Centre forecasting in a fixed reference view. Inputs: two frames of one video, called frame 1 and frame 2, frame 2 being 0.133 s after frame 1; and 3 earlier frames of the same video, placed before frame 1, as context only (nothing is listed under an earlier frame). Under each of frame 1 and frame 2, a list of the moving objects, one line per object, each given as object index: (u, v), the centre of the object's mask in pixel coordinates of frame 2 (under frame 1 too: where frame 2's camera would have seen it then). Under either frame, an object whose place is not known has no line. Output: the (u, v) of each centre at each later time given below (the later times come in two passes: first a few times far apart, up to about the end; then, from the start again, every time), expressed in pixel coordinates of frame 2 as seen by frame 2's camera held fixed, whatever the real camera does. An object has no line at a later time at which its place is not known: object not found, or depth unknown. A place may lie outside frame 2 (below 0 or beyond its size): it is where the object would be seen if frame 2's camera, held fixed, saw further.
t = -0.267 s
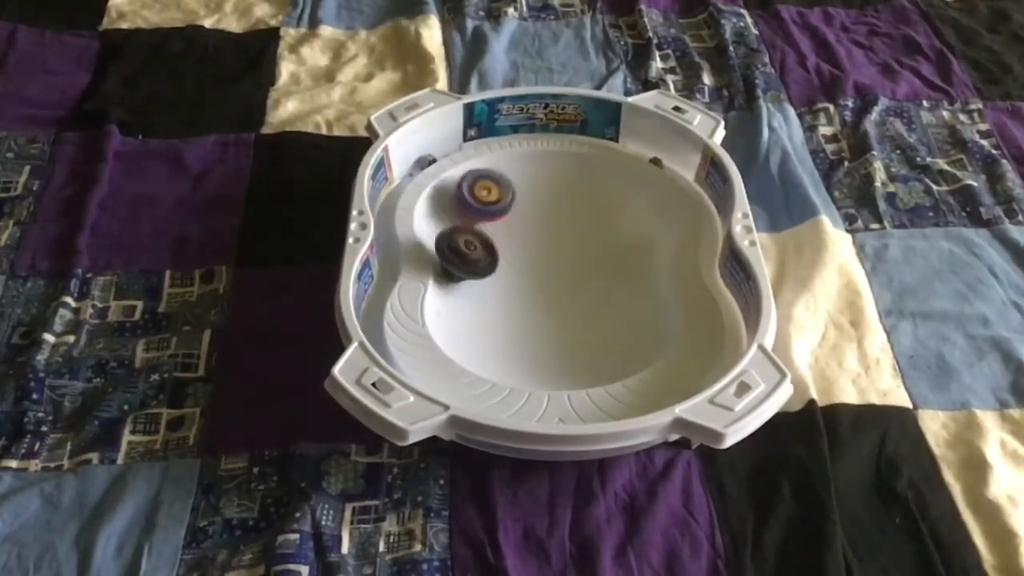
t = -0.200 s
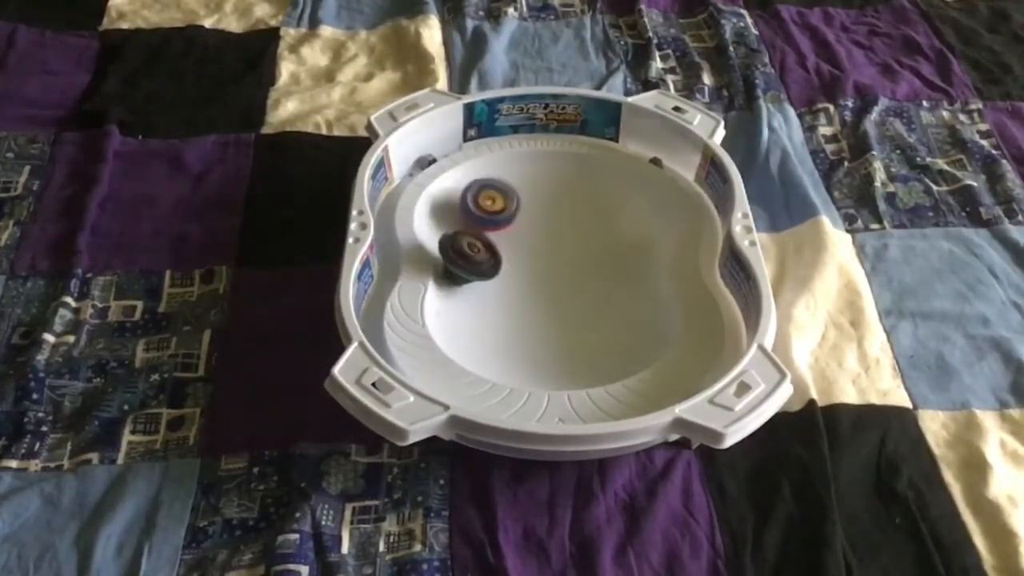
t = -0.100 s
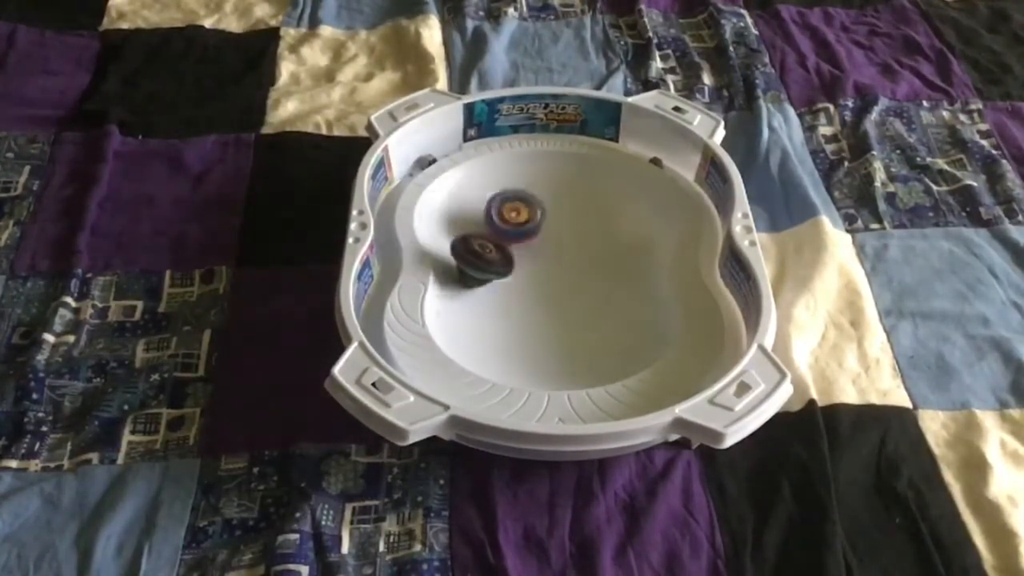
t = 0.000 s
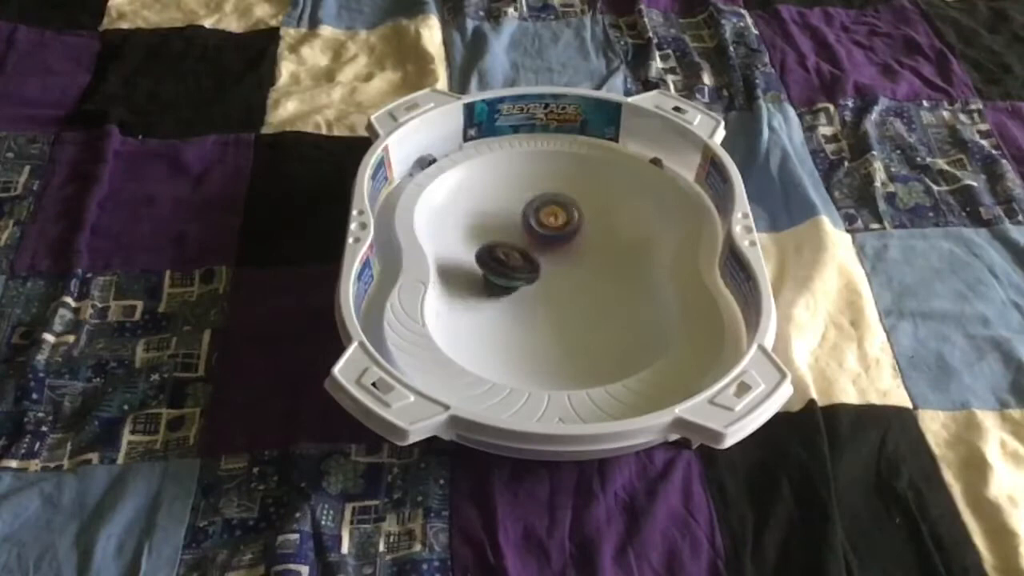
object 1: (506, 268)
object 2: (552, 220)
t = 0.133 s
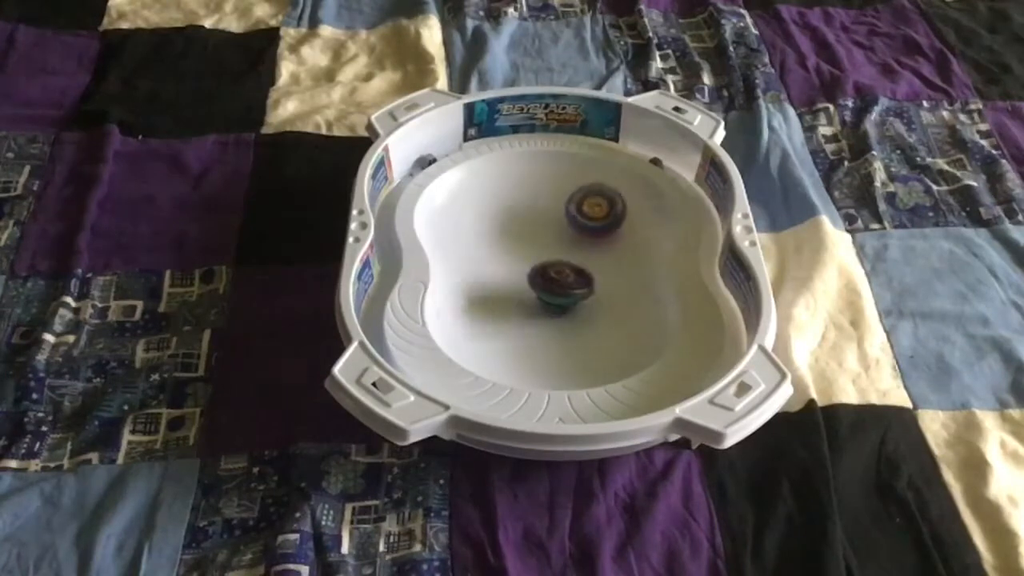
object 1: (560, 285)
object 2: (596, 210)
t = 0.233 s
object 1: (606, 302)
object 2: (609, 198)
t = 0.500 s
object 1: (581, 351)
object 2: (585, 207)
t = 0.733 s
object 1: (528, 286)
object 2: (577, 243)
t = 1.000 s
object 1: (481, 171)
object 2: (561, 268)
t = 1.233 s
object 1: (600, 195)
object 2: (526, 289)
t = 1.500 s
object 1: (569, 282)
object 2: (500, 311)
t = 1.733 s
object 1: (593, 300)
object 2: (500, 345)
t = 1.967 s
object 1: (632, 290)
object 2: (521, 337)
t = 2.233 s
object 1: (596, 266)
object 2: (494, 325)
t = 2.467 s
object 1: (488, 208)
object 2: (510, 299)
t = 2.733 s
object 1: (525, 184)
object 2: (582, 234)
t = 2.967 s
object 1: (533, 235)
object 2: (588, 163)
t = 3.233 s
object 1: (555, 278)
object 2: (528, 215)
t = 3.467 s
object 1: (608, 316)
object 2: (558, 261)
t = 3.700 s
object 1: (606, 349)
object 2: (559, 268)
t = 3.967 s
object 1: (538, 302)
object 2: (553, 257)
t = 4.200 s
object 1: (476, 243)
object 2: (558, 237)
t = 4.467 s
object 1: (482, 180)
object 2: (550, 199)
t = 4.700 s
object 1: (508, 189)
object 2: (569, 205)
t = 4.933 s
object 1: (512, 236)
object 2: (604, 232)
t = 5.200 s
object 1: (557, 277)
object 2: (620, 237)
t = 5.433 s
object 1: (590, 293)
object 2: (589, 217)
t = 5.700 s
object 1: (588, 291)
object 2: (515, 199)
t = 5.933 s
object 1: (532, 279)
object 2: (479, 209)
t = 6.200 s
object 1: (488, 257)
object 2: (521, 230)
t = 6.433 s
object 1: (512, 259)
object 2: (578, 231)
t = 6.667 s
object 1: (557, 240)
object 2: (614, 221)
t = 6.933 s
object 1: (518, 226)
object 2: (598, 218)
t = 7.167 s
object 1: (498, 218)
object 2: (561, 218)
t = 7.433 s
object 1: (496, 228)
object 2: (554, 216)
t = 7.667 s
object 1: (513, 231)
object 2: (579, 216)
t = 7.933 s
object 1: (532, 216)
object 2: (594, 227)
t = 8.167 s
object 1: (524, 206)
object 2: (579, 236)
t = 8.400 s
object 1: (508, 214)
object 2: (564, 237)
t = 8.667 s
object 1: (519, 235)
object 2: (592, 236)
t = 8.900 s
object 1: (531, 225)
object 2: (597, 231)
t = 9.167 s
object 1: (526, 217)
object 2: (590, 217)
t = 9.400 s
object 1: (519, 222)
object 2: (584, 211)
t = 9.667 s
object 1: (527, 229)
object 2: (585, 213)
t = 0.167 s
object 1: (575, 290)
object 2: (602, 206)
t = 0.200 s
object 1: (591, 297)
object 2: (607, 202)
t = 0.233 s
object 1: (606, 302)
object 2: (609, 198)
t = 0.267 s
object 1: (622, 309)
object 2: (610, 195)
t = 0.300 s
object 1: (636, 316)
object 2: (608, 193)
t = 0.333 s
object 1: (645, 324)
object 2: (604, 192)
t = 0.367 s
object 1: (645, 331)
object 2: (600, 193)
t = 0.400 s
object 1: (635, 339)
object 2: (596, 194)
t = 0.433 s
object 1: (619, 347)
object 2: (592, 198)
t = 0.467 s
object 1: (599, 351)
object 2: (588, 202)
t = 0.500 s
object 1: (581, 351)
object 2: (585, 207)
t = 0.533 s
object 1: (566, 348)
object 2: (581, 212)
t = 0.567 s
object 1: (554, 341)
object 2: (579, 218)
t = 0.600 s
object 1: (545, 332)
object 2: (577, 223)
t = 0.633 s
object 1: (539, 322)
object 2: (576, 229)
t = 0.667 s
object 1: (536, 310)
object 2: (576, 235)
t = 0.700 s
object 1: (532, 298)
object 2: (577, 240)
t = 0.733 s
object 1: (528, 286)
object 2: (577, 243)
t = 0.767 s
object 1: (523, 274)
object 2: (578, 247)
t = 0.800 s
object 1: (519, 261)
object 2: (578, 250)
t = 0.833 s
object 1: (508, 249)
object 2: (576, 253)
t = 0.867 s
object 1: (496, 235)
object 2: (574, 256)
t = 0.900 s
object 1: (484, 222)
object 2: (572, 259)
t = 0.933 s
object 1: (478, 205)
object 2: (569, 262)
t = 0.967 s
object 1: (476, 189)
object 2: (565, 265)
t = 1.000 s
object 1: (481, 171)
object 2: (561, 268)
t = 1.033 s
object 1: (492, 159)
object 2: (557, 271)
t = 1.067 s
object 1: (510, 153)
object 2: (552, 275)
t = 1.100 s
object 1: (530, 154)
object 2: (546, 278)
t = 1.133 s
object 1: (552, 162)
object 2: (541, 282)
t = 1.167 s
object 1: (573, 171)
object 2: (536, 284)
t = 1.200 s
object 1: (589, 182)
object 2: (530, 286)
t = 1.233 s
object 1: (600, 195)
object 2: (526, 289)
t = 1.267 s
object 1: (606, 208)
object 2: (521, 292)
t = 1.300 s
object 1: (608, 221)
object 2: (517, 294)
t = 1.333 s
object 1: (605, 232)
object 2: (513, 298)
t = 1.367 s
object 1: (598, 242)
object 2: (510, 300)
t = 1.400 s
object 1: (590, 254)
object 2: (506, 302)
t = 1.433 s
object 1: (582, 265)
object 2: (503, 306)
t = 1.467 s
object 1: (576, 274)
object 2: (502, 308)
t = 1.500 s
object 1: (569, 282)
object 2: (500, 311)
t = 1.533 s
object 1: (564, 292)
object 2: (499, 314)
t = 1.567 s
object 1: (563, 294)
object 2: (494, 319)
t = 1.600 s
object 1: (573, 294)
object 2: (485, 325)
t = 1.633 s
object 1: (579, 295)
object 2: (485, 330)
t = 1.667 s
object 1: (584, 297)
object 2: (487, 335)
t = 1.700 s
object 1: (589, 299)
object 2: (492, 341)
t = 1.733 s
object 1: (593, 300)
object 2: (500, 345)
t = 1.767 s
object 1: (598, 302)
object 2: (509, 348)
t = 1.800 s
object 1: (601, 303)
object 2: (518, 348)
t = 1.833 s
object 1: (603, 305)
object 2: (526, 348)
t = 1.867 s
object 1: (604, 306)
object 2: (534, 345)
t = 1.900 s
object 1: (606, 308)
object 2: (544, 340)
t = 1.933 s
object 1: (616, 302)
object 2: (536, 338)
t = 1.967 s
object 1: (632, 290)
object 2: (521, 337)
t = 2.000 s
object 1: (641, 282)
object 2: (515, 336)
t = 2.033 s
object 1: (644, 276)
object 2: (510, 335)
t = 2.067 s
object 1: (642, 275)
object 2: (506, 334)
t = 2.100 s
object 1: (636, 274)
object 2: (501, 333)
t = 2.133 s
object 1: (627, 273)
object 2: (498, 331)
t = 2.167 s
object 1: (619, 272)
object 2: (497, 329)
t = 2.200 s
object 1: (609, 269)
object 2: (495, 328)
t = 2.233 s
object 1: (596, 266)
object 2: (494, 325)
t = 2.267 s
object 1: (583, 263)
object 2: (493, 322)
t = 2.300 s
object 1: (569, 257)
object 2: (494, 319)
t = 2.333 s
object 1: (552, 249)
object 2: (495, 316)
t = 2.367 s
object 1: (534, 240)
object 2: (497, 312)
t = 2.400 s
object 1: (517, 231)
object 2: (500, 308)
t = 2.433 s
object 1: (502, 219)
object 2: (504, 304)
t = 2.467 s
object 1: (488, 208)
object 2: (510, 299)
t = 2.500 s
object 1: (479, 194)
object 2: (518, 294)
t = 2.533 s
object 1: (473, 181)
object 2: (527, 288)
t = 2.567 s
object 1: (473, 167)
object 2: (535, 280)
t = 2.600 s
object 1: (479, 163)
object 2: (544, 272)
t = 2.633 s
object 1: (488, 165)
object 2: (554, 264)
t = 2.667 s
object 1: (502, 170)
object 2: (564, 255)
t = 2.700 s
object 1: (514, 177)
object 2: (574, 245)
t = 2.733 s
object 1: (525, 184)
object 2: (582, 234)
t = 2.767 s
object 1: (535, 193)
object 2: (591, 223)
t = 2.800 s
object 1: (537, 201)
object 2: (600, 212)
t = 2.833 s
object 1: (537, 208)
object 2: (604, 202)
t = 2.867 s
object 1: (536, 215)
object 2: (607, 190)
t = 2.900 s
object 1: (535, 222)
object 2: (605, 180)
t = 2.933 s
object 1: (535, 230)
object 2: (599, 168)
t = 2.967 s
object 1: (533, 235)
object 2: (588, 163)
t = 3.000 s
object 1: (533, 242)
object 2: (575, 157)
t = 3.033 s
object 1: (533, 247)
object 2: (562, 160)
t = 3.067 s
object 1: (535, 253)
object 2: (548, 165)
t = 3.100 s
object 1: (537, 259)
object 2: (537, 173)
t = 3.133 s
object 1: (540, 264)
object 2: (531, 183)
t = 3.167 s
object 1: (545, 269)
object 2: (528, 194)
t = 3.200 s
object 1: (549, 274)
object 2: (527, 204)
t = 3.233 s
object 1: (555, 278)
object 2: (528, 215)
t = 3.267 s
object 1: (560, 283)
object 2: (532, 226)
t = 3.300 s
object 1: (566, 286)
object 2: (537, 235)
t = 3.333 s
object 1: (572, 289)
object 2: (543, 244)
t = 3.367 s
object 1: (578, 292)
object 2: (549, 252)
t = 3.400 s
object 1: (588, 297)
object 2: (554, 258)
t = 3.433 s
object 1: (597, 307)
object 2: (556, 259)
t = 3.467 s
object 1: (608, 316)
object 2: (558, 261)
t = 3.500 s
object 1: (615, 323)
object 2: (558, 263)
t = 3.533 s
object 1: (623, 329)
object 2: (559, 264)
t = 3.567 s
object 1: (626, 336)
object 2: (560, 265)
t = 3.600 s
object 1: (627, 340)
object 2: (560, 266)
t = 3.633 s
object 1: (625, 344)
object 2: (560, 267)
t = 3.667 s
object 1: (619, 347)
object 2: (560, 268)
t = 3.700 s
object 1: (606, 349)
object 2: (559, 268)
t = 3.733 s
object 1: (594, 349)
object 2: (559, 268)
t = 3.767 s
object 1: (585, 347)
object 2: (559, 268)
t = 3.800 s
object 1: (576, 343)
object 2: (558, 267)
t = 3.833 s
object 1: (568, 336)
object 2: (557, 266)
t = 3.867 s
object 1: (560, 329)
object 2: (556, 266)
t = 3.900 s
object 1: (553, 321)
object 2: (554, 265)
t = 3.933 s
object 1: (546, 311)
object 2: (553, 261)
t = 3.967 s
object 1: (538, 302)
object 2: (553, 257)
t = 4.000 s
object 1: (531, 293)
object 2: (553, 254)
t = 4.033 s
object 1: (521, 285)
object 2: (555, 253)
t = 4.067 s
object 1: (510, 278)
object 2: (555, 253)
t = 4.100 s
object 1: (500, 270)
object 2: (554, 249)
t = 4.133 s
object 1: (492, 261)
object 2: (555, 245)
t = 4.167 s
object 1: (483, 251)
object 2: (556, 241)
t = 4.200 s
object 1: (476, 243)
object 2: (558, 237)
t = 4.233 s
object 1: (470, 234)
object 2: (560, 231)
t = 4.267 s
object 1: (463, 226)
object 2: (561, 227)
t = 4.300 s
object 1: (460, 217)
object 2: (561, 221)
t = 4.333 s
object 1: (459, 208)
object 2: (559, 215)
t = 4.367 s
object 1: (461, 200)
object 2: (558, 210)
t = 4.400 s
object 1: (466, 192)
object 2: (556, 206)
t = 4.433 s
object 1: (473, 186)
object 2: (553, 202)
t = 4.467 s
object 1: (482, 180)
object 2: (550, 199)
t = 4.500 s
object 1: (491, 174)
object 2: (548, 197)
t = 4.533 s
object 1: (489, 171)
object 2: (553, 198)
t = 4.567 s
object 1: (489, 168)
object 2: (557, 196)
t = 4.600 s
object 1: (491, 170)
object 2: (559, 200)
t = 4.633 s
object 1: (495, 174)
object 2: (562, 200)
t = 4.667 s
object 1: (502, 179)
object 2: (567, 201)
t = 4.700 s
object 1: (508, 189)
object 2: (569, 205)
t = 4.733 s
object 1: (513, 195)
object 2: (573, 207)
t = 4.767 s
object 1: (511, 202)
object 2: (579, 213)
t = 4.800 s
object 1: (510, 209)
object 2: (585, 216)
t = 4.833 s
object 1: (509, 215)
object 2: (591, 221)
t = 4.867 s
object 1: (510, 222)
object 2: (596, 223)
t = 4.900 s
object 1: (510, 229)
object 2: (600, 228)
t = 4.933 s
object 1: (512, 236)
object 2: (604, 232)
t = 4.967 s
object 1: (515, 241)
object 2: (608, 233)
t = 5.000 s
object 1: (520, 247)
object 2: (611, 237)
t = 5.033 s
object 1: (527, 252)
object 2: (614, 238)
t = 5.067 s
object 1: (535, 258)
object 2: (614, 241)
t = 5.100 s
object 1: (544, 261)
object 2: (615, 242)
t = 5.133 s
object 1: (555, 266)
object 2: (614, 243)
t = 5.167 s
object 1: (557, 272)
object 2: (618, 241)
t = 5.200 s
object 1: (557, 277)
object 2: (620, 237)
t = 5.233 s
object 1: (560, 281)
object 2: (621, 234)
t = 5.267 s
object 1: (566, 284)
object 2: (619, 232)
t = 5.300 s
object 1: (570, 287)
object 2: (616, 228)
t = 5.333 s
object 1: (576, 289)
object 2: (611, 225)
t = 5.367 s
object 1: (581, 291)
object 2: (604, 223)
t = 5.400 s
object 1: (586, 293)
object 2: (597, 220)
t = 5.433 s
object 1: (590, 293)
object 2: (589, 217)
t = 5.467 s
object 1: (593, 293)
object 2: (581, 214)
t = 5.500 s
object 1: (596, 293)
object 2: (572, 210)
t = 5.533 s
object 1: (598, 293)
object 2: (562, 209)
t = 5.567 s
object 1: (598, 293)
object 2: (553, 206)
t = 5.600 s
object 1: (597, 292)
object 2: (543, 205)
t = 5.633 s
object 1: (595, 292)
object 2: (534, 202)
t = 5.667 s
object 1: (592, 292)
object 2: (525, 201)
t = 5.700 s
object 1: (588, 291)
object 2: (515, 199)
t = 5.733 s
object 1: (581, 290)
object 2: (508, 198)
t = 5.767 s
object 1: (575, 289)
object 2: (502, 198)
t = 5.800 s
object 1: (567, 287)
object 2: (494, 198)
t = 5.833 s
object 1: (559, 286)
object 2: (489, 200)
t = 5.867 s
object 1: (551, 283)
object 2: (484, 203)
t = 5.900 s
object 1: (541, 281)
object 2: (481, 206)
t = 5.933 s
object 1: (532, 279)
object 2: (479, 209)
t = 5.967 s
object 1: (523, 276)
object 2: (480, 213)
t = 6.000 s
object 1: (515, 272)
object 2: (481, 217)
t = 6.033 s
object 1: (508, 268)
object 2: (482, 221)
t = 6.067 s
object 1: (500, 264)
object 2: (488, 220)
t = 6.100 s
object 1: (495, 261)
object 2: (493, 223)
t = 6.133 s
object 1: (492, 258)
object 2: (504, 222)
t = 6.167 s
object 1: (490, 257)
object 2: (514, 225)
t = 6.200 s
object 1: (488, 257)
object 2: (521, 230)
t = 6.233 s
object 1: (486, 258)
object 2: (528, 231)
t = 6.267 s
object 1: (486, 258)
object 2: (536, 233)
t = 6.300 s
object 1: (488, 259)
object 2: (544, 235)
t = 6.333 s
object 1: (492, 259)
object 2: (552, 234)
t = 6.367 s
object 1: (497, 260)
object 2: (562, 233)
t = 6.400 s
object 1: (504, 260)
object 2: (570, 233)
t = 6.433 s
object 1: (512, 259)
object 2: (578, 231)
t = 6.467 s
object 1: (521, 259)
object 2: (586, 230)
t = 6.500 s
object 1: (529, 257)
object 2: (592, 228)
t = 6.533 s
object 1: (539, 254)
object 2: (599, 227)
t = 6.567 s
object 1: (547, 251)
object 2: (604, 225)
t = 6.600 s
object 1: (553, 246)
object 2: (608, 224)
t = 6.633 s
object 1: (556, 242)
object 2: (612, 222)
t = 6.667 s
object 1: (557, 240)
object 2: (614, 221)
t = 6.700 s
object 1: (552, 238)
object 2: (615, 220)
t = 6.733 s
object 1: (547, 238)
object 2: (616, 219)
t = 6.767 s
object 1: (542, 235)
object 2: (616, 218)
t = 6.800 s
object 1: (538, 233)
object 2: (616, 217)
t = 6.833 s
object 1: (532, 232)
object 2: (613, 217)
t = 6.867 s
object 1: (527, 229)
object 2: (609, 217)
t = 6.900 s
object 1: (522, 227)
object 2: (604, 217)
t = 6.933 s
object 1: (518, 226)
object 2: (598, 218)
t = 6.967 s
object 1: (515, 222)
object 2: (593, 218)
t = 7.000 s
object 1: (512, 221)
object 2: (586, 219)
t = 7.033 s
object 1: (510, 220)
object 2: (579, 219)
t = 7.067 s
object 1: (509, 217)
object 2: (572, 219)
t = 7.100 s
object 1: (504, 217)
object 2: (570, 220)
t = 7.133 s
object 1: (500, 217)
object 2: (564, 220)
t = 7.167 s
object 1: (498, 218)
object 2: (561, 218)
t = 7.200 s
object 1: (495, 217)
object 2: (561, 217)
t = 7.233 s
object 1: (493, 217)
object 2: (559, 216)
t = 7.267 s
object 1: (491, 219)
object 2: (555, 215)
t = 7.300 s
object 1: (492, 220)
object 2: (554, 216)
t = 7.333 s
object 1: (493, 222)
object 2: (553, 217)
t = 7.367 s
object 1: (492, 223)
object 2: (553, 217)
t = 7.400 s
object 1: (495, 226)
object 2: (555, 217)
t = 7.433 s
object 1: (496, 228)
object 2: (554, 216)
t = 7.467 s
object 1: (498, 230)
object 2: (555, 216)
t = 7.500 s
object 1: (501, 231)
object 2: (560, 216)
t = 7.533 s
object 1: (504, 230)
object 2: (561, 217)
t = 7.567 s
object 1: (511, 230)
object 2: (566, 215)
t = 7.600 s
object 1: (513, 231)
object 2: (569, 216)
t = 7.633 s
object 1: (514, 231)
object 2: (574, 217)
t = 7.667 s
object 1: (513, 231)
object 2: (579, 216)
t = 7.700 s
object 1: (515, 230)
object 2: (584, 216)
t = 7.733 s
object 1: (519, 228)
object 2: (587, 217)
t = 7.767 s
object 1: (522, 228)
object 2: (591, 218)
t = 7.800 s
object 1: (523, 227)
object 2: (592, 221)
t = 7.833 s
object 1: (525, 225)
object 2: (593, 222)
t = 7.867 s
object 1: (527, 221)
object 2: (595, 224)
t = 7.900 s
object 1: (532, 218)
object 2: (595, 226)
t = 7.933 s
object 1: (532, 216)
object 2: (594, 227)
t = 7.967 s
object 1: (531, 213)
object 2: (594, 229)
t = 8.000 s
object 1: (530, 211)
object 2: (594, 231)
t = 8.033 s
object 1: (531, 208)
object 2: (590, 233)
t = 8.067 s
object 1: (531, 206)
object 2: (588, 234)
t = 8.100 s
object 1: (529, 205)
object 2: (587, 235)
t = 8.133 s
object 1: (526, 204)
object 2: (582, 235)
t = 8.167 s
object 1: (524, 206)
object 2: (579, 236)
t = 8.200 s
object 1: (521, 205)
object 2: (577, 237)
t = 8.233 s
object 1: (517, 204)
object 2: (573, 237)
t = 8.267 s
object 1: (513, 205)
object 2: (570, 237)
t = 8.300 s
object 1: (512, 206)
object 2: (567, 237)
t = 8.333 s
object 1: (511, 209)
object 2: (566, 238)
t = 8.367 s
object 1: (510, 211)
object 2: (563, 236)
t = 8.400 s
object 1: (508, 214)
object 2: (564, 237)
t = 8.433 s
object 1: (506, 217)
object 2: (563, 235)
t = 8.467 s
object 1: (502, 219)
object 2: (568, 238)
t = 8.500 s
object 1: (500, 220)
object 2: (573, 239)
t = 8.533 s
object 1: (501, 222)
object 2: (576, 239)
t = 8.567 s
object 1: (504, 226)
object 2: (581, 237)
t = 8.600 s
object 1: (508, 230)
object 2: (586, 236)
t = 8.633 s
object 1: (513, 233)
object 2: (590, 236)
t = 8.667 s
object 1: (519, 235)
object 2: (592, 236)
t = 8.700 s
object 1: (525, 236)
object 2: (592, 235)
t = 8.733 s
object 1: (526, 236)
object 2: (596, 234)
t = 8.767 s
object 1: (526, 234)
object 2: (601, 233)
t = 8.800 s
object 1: (526, 232)
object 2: (601, 233)
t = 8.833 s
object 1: (527, 230)
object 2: (598, 233)
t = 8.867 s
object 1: (529, 229)
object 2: (596, 232)
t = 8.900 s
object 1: (531, 225)
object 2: (597, 231)
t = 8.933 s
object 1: (530, 223)
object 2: (600, 231)
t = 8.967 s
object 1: (527, 222)
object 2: (601, 230)
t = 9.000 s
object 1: (525, 220)
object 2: (599, 228)
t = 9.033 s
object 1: (523, 218)
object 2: (594, 226)
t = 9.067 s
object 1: (522, 218)
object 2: (591, 222)
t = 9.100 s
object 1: (522, 218)
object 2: (591, 220)
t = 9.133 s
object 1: (524, 217)
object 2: (591, 218)
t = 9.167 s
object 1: (526, 217)
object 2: (590, 217)
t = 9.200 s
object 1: (527, 219)
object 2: (587, 216)
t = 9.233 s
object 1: (525, 218)
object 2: (586, 211)
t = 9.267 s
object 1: (520, 219)
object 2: (589, 212)
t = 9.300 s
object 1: (517, 219)
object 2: (591, 212)
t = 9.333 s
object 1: (516, 218)
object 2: (590, 211)
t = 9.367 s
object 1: (516, 218)
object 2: (587, 211)
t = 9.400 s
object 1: (519, 222)
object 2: (584, 211)
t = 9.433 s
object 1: (524, 223)
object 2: (584, 209)
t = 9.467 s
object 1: (527, 225)
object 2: (585, 209)
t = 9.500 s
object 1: (528, 227)
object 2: (583, 211)
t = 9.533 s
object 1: (528, 228)
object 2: (584, 210)
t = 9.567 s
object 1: (528, 229)
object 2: (585, 210)
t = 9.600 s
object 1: (530, 229)
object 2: (586, 210)
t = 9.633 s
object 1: (529, 228)
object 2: (586, 211)
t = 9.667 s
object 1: (527, 229)
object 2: (585, 213)
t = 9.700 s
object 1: (525, 229)
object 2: (581, 217)
